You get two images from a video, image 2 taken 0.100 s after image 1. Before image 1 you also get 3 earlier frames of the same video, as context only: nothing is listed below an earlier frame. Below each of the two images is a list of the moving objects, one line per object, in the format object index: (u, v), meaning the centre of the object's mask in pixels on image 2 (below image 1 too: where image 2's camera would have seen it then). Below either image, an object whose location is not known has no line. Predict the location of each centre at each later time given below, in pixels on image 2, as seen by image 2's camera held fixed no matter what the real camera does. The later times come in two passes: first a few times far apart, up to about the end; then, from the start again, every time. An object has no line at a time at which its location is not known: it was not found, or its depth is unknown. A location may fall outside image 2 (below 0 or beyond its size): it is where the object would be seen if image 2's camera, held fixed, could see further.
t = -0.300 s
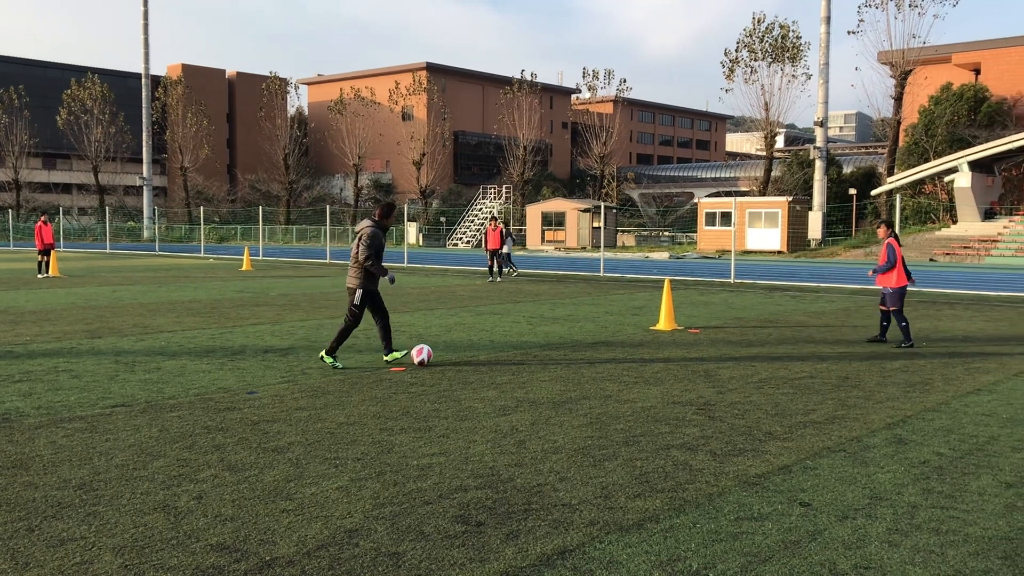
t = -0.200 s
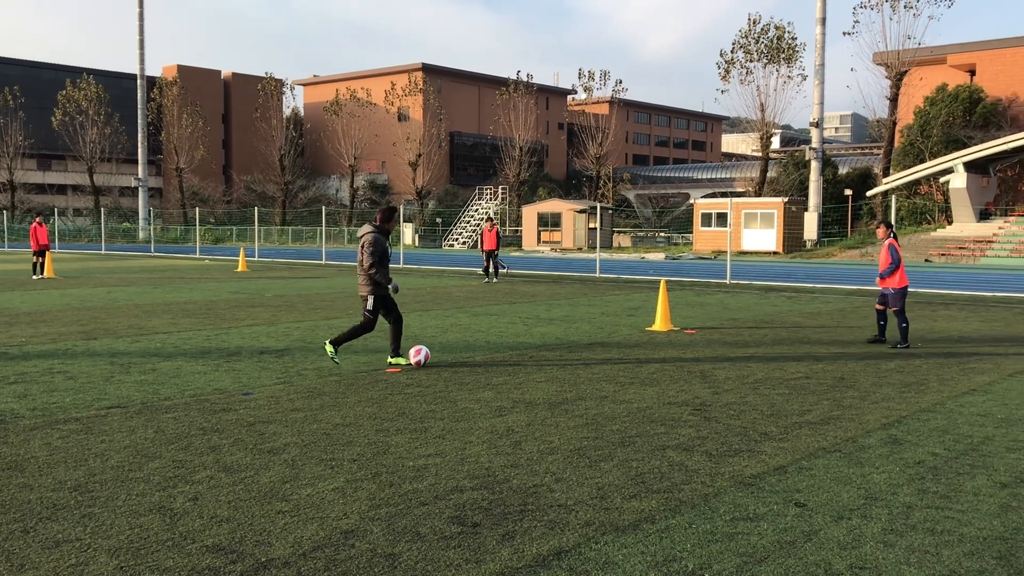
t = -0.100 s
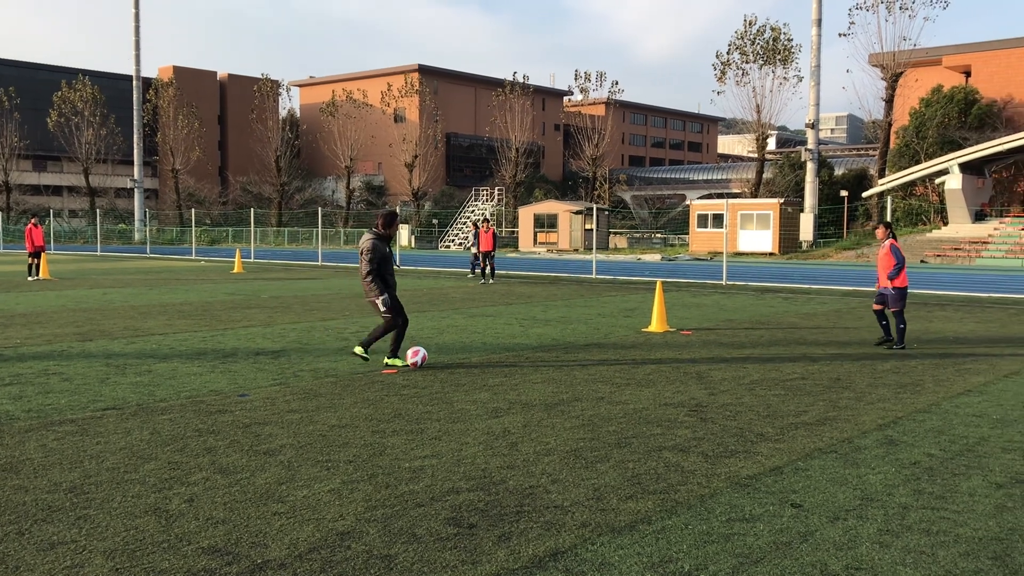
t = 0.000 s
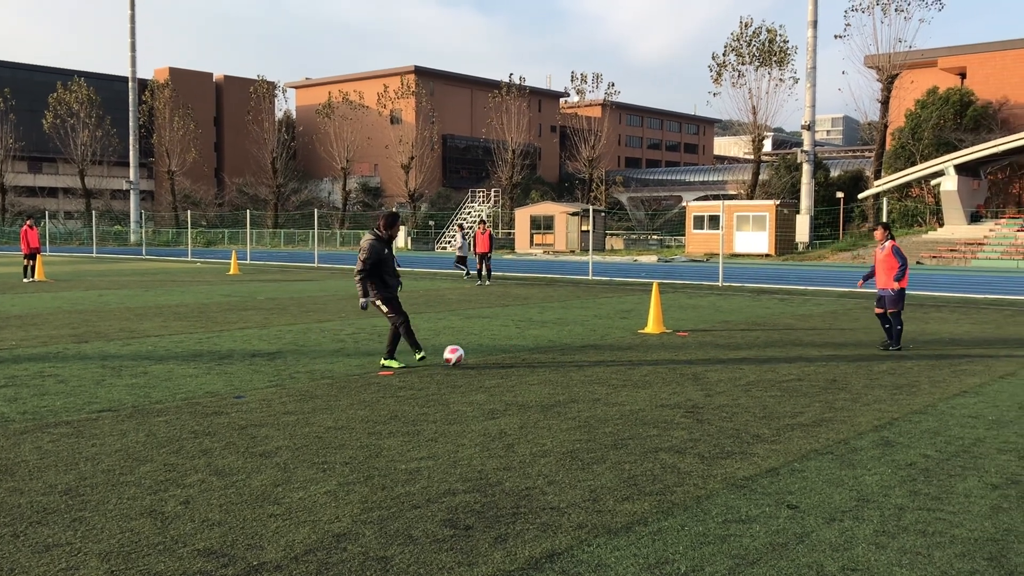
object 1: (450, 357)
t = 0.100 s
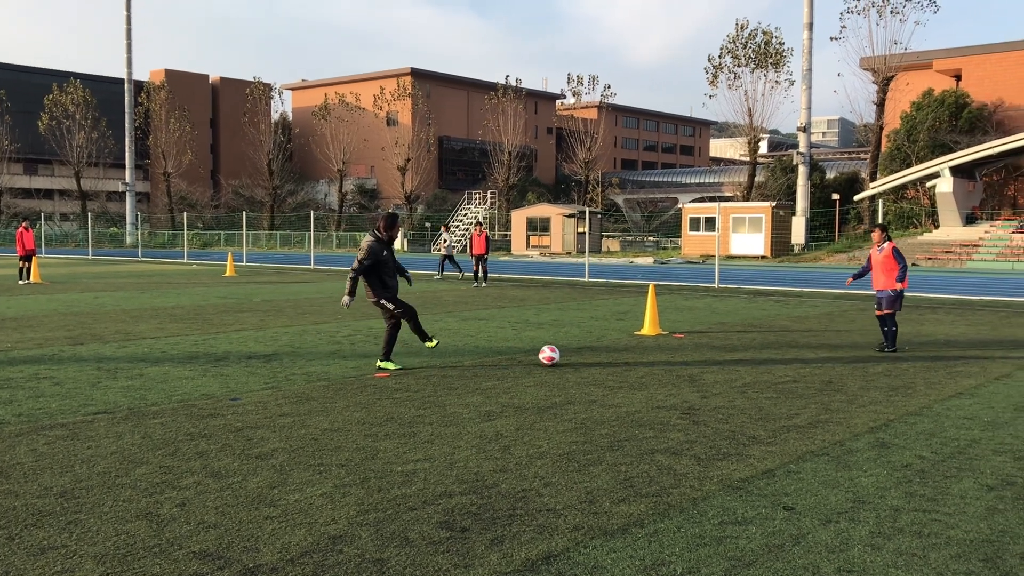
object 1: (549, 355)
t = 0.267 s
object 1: (689, 350)
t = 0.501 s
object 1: (847, 348)
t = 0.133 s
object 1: (580, 355)
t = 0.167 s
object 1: (608, 352)
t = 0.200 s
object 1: (636, 350)
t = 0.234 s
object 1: (663, 349)
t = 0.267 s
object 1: (689, 350)
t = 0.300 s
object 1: (715, 351)
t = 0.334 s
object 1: (740, 350)
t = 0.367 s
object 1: (763, 348)
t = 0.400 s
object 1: (785, 347)
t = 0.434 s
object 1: (807, 348)
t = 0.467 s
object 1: (828, 349)
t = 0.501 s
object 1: (847, 348)
